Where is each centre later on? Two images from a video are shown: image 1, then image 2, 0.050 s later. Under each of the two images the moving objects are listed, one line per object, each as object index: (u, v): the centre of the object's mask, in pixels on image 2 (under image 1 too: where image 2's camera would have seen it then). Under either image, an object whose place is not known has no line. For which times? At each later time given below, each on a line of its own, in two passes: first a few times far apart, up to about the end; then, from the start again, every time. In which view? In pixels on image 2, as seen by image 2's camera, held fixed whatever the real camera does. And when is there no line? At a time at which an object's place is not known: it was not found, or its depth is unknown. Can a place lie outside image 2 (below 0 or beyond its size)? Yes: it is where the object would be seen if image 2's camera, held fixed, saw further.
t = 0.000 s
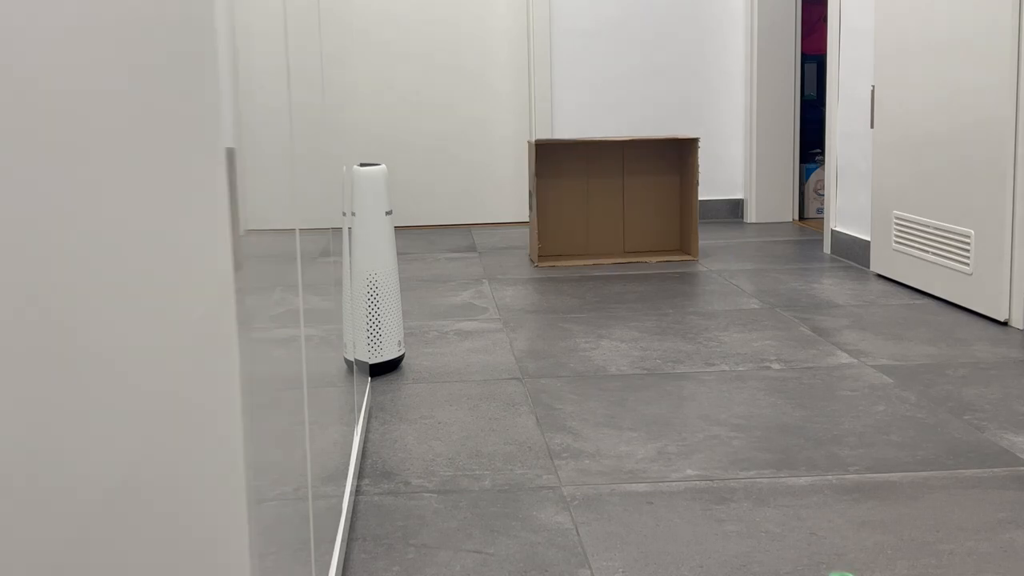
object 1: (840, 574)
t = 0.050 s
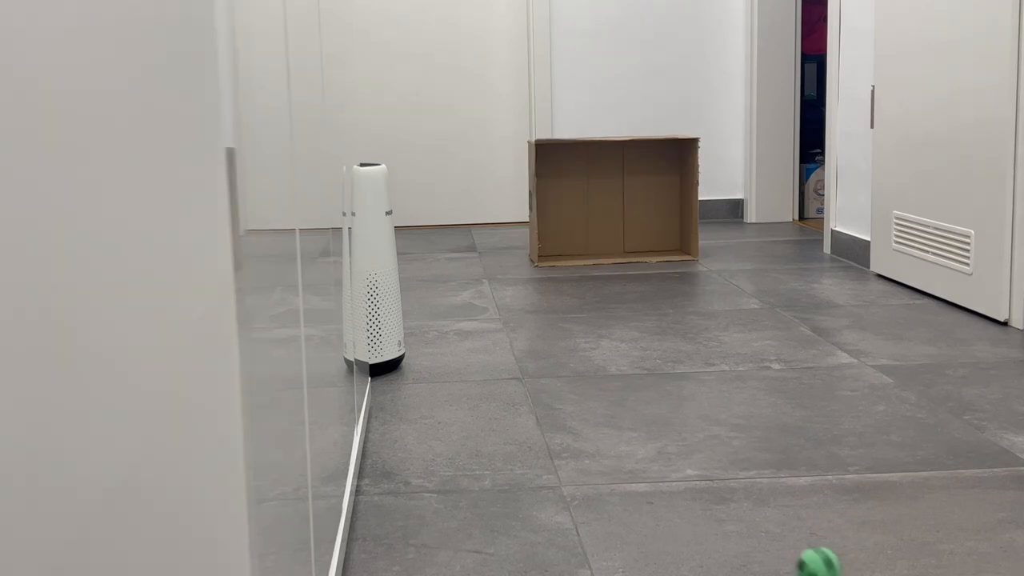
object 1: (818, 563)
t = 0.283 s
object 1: (728, 491)
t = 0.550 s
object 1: (659, 428)
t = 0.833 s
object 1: (606, 383)
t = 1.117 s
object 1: (562, 351)
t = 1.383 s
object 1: (531, 327)
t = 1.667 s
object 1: (503, 309)
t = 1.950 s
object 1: (479, 294)
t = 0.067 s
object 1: (811, 560)
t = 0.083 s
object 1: (803, 557)
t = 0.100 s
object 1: (796, 550)
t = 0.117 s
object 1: (789, 545)
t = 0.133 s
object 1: (782, 540)
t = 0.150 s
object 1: (776, 533)
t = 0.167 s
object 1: (769, 527)
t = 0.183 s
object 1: (762, 521)
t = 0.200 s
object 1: (756, 517)
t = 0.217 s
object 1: (749, 510)
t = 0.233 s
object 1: (744, 505)
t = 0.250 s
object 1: (738, 500)
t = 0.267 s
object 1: (733, 495)
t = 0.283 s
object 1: (728, 491)
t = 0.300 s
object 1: (722, 484)
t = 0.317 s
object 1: (717, 480)
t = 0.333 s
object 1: (713, 477)
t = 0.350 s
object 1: (707, 471)
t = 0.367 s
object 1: (703, 467)
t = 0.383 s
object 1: (699, 464)
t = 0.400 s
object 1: (694, 458)
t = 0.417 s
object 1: (690, 454)
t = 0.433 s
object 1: (687, 451)
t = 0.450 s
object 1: (682, 448)
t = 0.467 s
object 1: (678, 444)
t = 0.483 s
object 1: (675, 440)
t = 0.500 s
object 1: (671, 438)
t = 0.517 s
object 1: (667, 434)
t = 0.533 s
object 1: (663, 431)
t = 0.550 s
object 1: (659, 428)
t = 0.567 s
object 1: (656, 425)
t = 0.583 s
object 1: (653, 422)
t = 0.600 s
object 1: (649, 419)
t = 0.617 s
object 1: (646, 416)
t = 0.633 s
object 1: (642, 413)
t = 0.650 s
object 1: (639, 410)
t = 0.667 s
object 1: (636, 407)
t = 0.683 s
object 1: (633, 405)
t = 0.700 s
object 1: (629, 402)
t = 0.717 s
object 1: (626, 400)
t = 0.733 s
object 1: (623, 397)
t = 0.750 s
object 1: (620, 395)
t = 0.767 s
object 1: (618, 393)
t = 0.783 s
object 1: (614, 390)
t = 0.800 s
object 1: (611, 387)
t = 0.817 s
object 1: (609, 385)
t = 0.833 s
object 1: (606, 383)
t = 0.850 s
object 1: (603, 381)
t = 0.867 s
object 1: (600, 379)
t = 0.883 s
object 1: (597, 377)
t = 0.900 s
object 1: (595, 375)
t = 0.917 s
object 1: (592, 373)
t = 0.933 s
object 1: (589, 370)
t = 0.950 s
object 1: (587, 368)
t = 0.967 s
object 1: (584, 367)
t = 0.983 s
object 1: (582, 365)
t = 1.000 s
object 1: (579, 363)
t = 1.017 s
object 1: (577, 361)
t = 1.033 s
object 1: (574, 359)
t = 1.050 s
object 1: (571, 358)
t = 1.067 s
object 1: (569, 356)
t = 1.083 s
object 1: (566, 354)
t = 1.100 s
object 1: (564, 352)
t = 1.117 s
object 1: (562, 351)
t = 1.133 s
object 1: (560, 349)
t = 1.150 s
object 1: (558, 348)
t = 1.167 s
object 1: (555, 346)
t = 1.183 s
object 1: (554, 344)
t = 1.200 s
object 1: (552, 343)
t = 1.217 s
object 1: (549, 342)
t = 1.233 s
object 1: (547, 340)
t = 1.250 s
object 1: (546, 339)
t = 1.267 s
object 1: (544, 337)
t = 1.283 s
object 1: (542, 335)
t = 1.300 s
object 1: (540, 334)
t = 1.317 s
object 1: (538, 334)
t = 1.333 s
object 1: (536, 331)
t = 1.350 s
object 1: (535, 330)
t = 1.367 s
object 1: (533, 329)
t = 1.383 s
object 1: (531, 327)
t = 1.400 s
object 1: (529, 326)
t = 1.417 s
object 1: (528, 326)
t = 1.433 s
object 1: (526, 324)
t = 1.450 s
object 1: (524, 322)
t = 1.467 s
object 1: (522, 322)
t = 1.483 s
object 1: (521, 321)
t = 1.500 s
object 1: (519, 319)
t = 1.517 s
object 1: (518, 319)
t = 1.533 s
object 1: (516, 317)
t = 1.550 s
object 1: (514, 316)
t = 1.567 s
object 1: (513, 316)
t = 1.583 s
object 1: (511, 314)
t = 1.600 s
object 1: (509, 313)
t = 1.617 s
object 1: (507, 313)
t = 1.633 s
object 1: (506, 311)
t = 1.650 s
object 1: (505, 310)
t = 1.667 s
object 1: (503, 309)
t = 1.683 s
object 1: (502, 309)
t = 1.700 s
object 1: (500, 308)
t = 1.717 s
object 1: (499, 307)
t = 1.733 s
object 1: (497, 305)
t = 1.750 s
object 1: (495, 305)
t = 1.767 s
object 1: (494, 303)
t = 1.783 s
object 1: (492, 302)
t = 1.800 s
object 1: (491, 302)
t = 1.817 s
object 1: (490, 301)
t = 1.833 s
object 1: (488, 300)
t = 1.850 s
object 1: (486, 300)
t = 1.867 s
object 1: (485, 299)
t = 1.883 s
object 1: (484, 297)
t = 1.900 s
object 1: (483, 297)
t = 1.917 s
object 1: (481, 296)
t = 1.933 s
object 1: (480, 295)
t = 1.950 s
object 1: (479, 294)
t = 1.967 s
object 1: (478, 294)
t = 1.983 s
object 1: (477, 293)
